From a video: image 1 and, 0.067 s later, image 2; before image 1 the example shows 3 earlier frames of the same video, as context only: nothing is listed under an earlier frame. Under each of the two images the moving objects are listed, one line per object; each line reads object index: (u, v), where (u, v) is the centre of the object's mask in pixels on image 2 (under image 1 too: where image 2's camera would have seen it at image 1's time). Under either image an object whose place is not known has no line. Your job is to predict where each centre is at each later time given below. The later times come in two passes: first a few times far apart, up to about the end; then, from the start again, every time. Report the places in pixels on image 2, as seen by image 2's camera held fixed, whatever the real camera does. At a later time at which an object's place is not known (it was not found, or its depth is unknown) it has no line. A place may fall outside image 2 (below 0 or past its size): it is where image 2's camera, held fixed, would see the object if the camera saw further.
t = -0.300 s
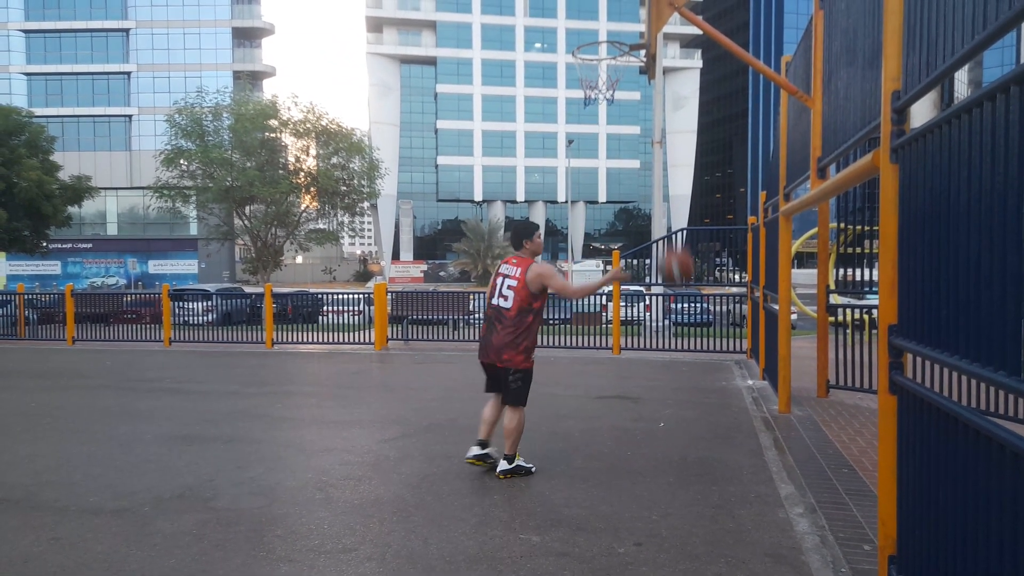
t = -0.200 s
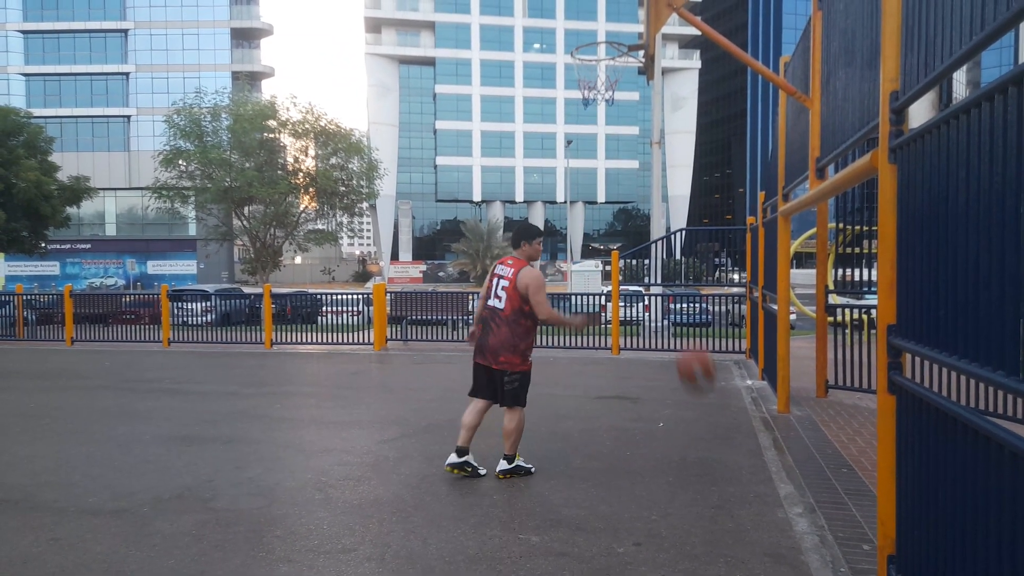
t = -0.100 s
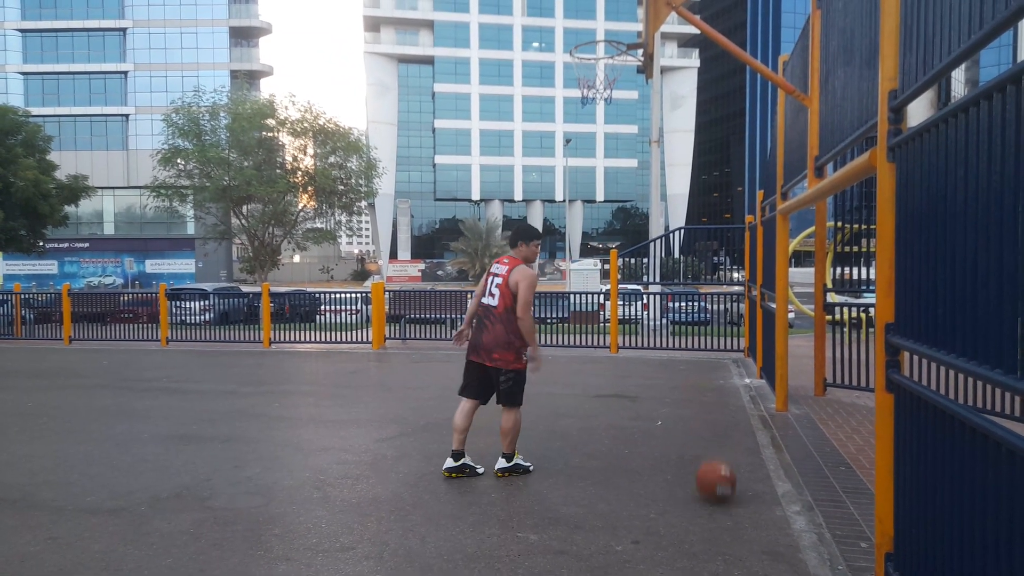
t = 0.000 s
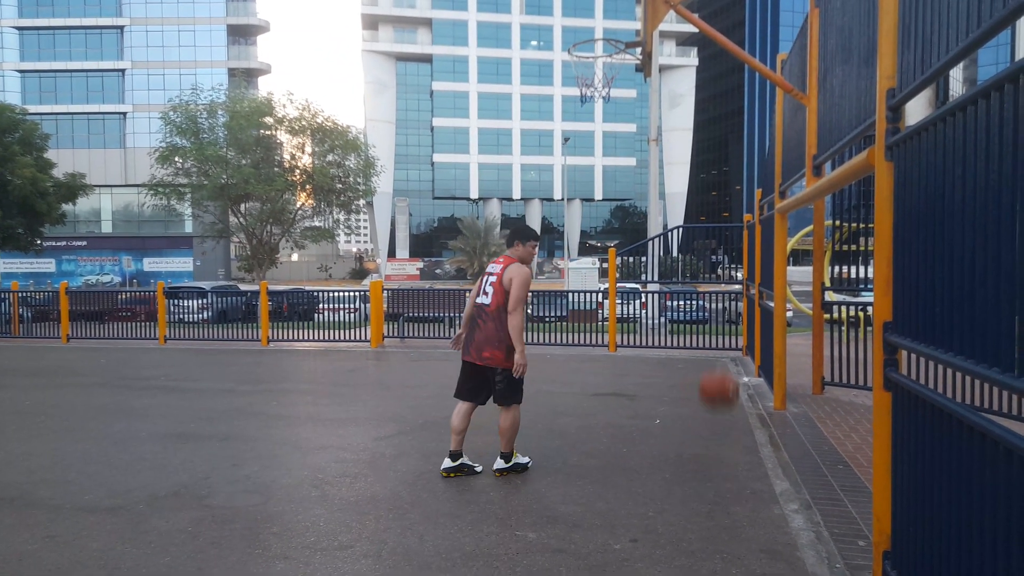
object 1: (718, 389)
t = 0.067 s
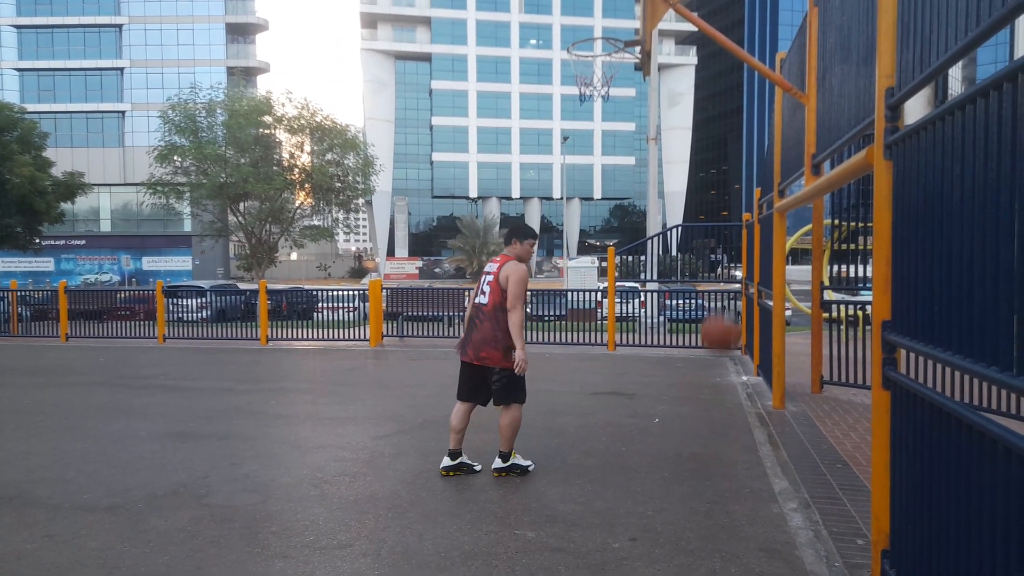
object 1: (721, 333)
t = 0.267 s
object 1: (731, 205)
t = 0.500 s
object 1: (746, 133)
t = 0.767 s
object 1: (760, 165)
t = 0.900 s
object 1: (769, 231)
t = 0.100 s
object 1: (723, 308)
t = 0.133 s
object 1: (723, 284)
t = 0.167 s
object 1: (725, 262)
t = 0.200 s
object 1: (727, 242)
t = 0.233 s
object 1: (729, 223)
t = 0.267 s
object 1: (731, 205)
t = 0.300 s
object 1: (733, 189)
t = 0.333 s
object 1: (735, 176)
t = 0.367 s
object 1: (737, 164)
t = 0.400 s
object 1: (740, 153)
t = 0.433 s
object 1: (742, 145)
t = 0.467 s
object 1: (743, 138)
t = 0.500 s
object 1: (746, 133)
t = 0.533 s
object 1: (747, 130)
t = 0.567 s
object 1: (749, 129)
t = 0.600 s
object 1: (751, 130)
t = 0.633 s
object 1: (753, 133)
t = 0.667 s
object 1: (755, 138)
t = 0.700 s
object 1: (757, 145)
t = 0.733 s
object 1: (758, 154)
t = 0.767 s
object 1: (760, 165)
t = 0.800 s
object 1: (762, 178)
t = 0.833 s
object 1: (765, 193)
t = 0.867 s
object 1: (767, 211)
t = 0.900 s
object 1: (769, 231)
